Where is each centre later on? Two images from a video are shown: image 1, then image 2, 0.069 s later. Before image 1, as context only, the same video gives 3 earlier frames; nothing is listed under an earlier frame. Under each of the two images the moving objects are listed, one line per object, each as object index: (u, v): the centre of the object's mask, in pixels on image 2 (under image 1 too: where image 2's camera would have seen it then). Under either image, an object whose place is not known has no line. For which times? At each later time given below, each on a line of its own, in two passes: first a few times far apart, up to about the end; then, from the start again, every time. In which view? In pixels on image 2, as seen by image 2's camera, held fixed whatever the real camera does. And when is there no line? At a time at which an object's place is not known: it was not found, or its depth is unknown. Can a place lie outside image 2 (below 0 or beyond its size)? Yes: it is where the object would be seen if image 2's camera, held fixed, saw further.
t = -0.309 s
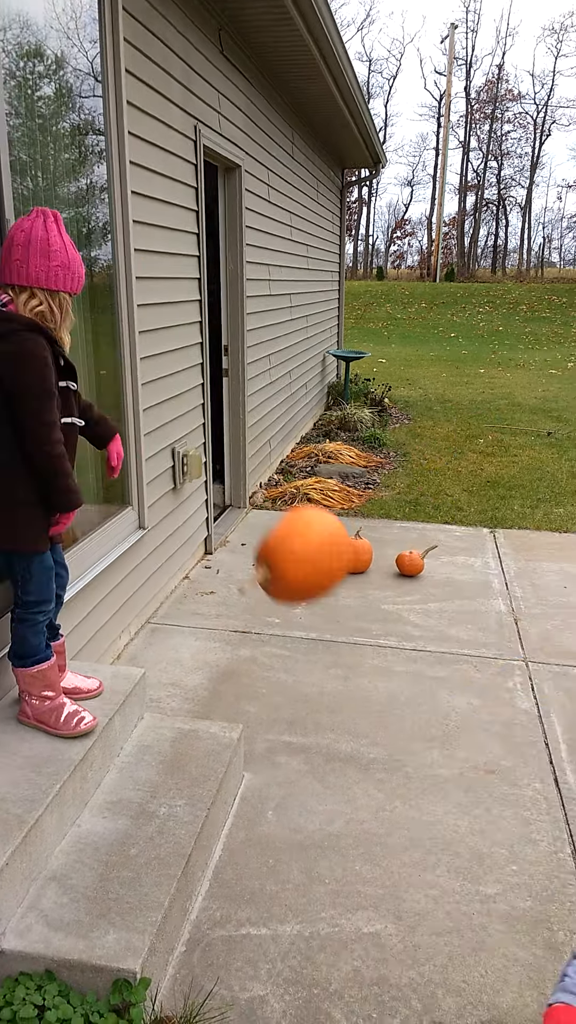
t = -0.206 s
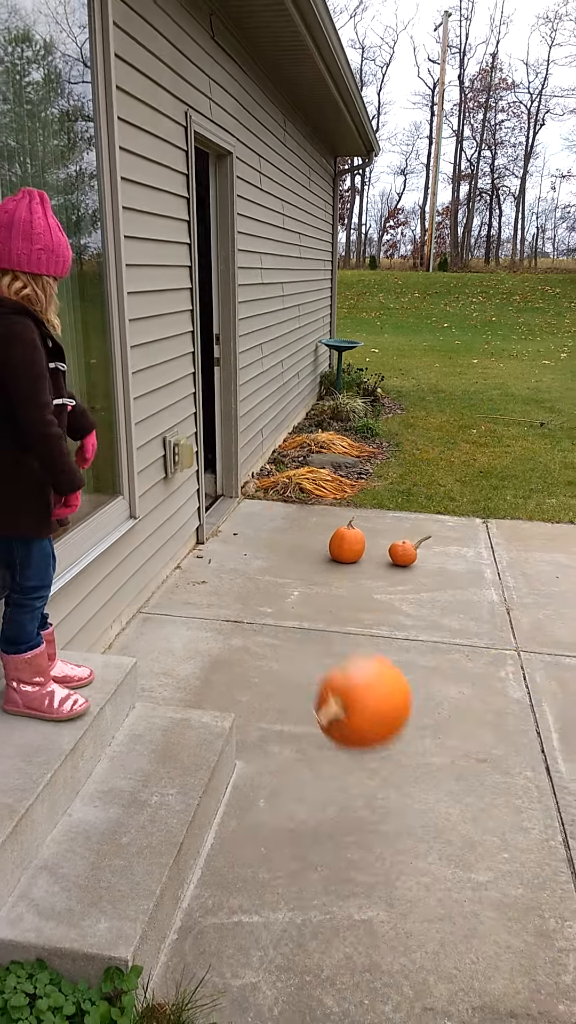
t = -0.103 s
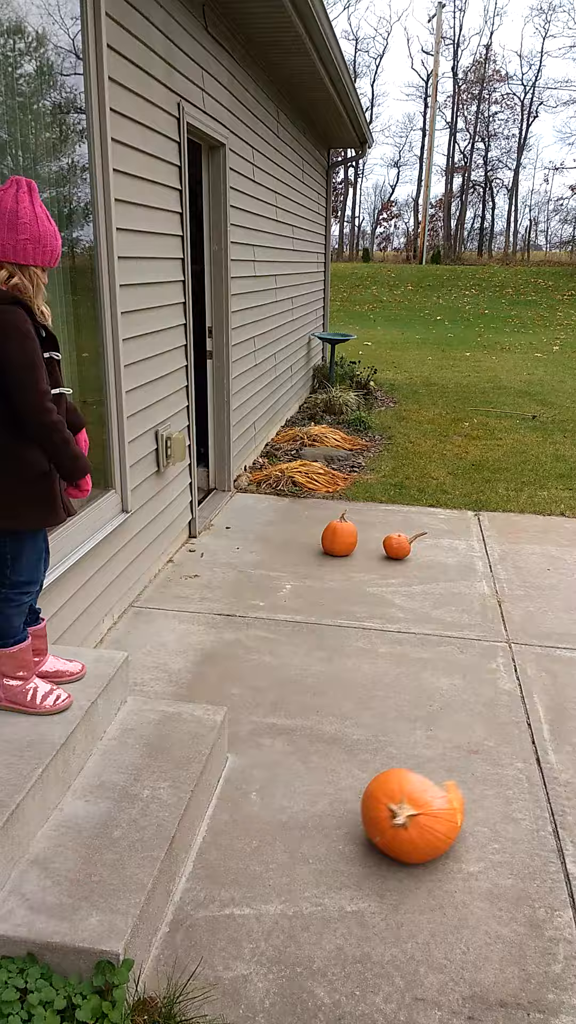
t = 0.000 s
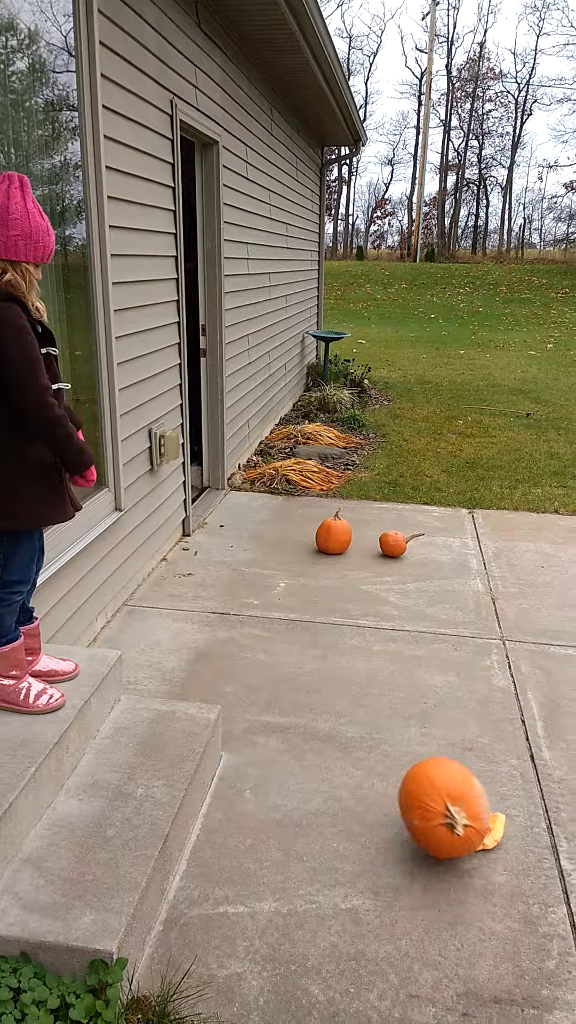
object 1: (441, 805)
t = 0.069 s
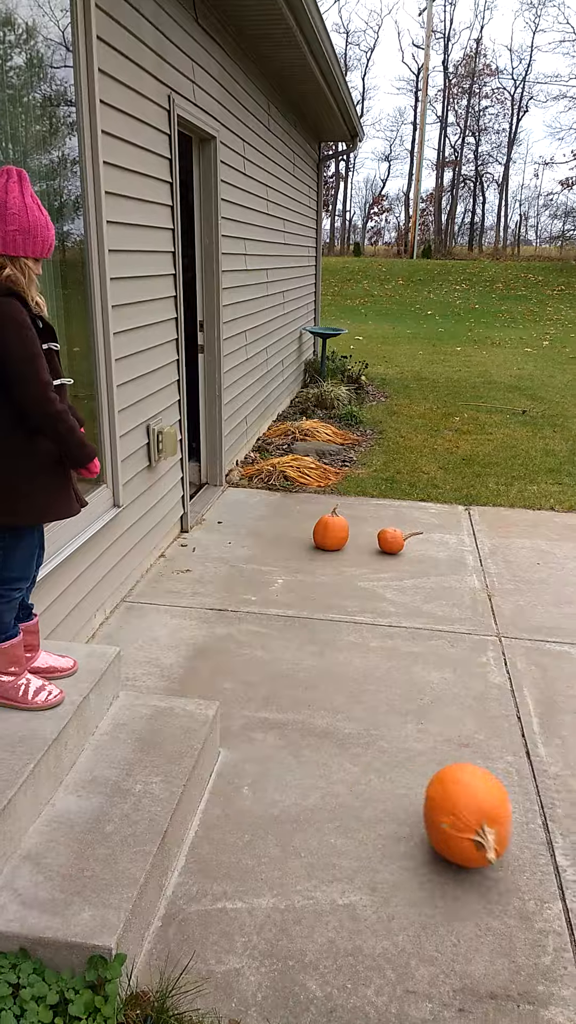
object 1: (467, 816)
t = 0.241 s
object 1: (534, 849)
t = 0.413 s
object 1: (572, 853)
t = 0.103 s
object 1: (481, 823)
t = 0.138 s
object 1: (492, 832)
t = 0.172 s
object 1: (503, 837)
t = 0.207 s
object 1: (521, 845)
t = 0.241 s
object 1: (534, 849)
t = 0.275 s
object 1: (546, 853)
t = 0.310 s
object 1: (548, 854)
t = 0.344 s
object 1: (555, 854)
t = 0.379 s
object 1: (563, 853)
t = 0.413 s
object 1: (572, 853)
